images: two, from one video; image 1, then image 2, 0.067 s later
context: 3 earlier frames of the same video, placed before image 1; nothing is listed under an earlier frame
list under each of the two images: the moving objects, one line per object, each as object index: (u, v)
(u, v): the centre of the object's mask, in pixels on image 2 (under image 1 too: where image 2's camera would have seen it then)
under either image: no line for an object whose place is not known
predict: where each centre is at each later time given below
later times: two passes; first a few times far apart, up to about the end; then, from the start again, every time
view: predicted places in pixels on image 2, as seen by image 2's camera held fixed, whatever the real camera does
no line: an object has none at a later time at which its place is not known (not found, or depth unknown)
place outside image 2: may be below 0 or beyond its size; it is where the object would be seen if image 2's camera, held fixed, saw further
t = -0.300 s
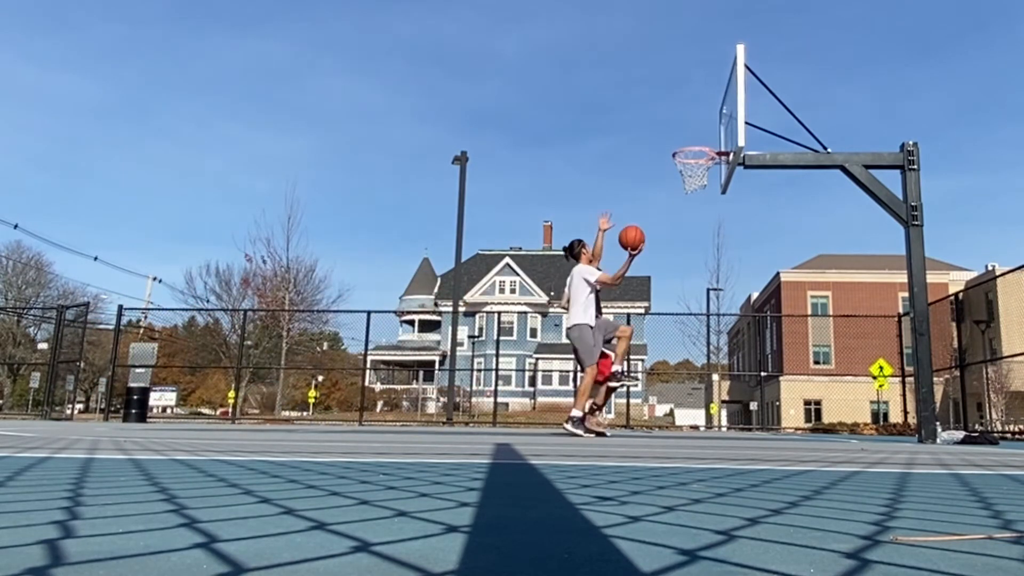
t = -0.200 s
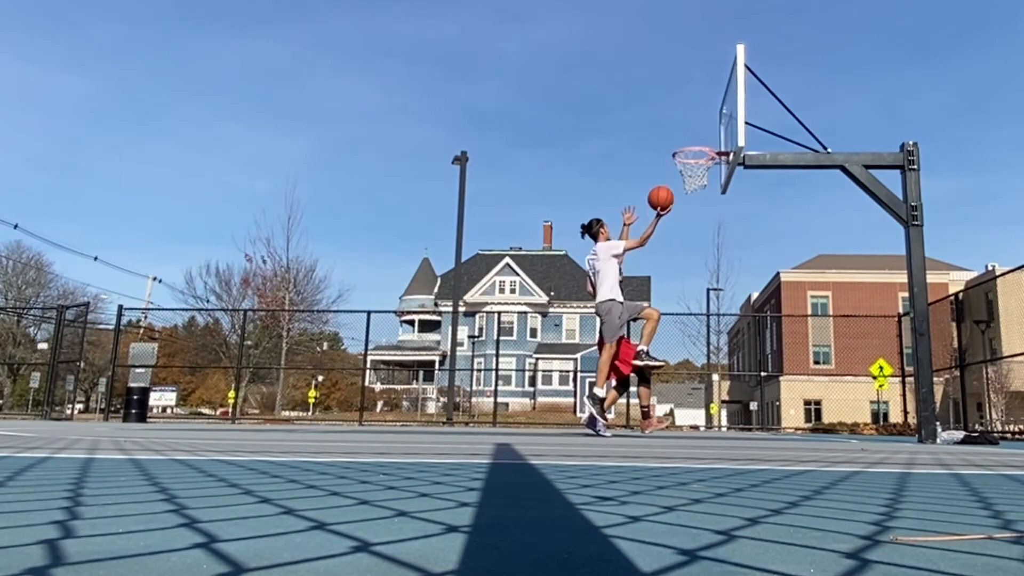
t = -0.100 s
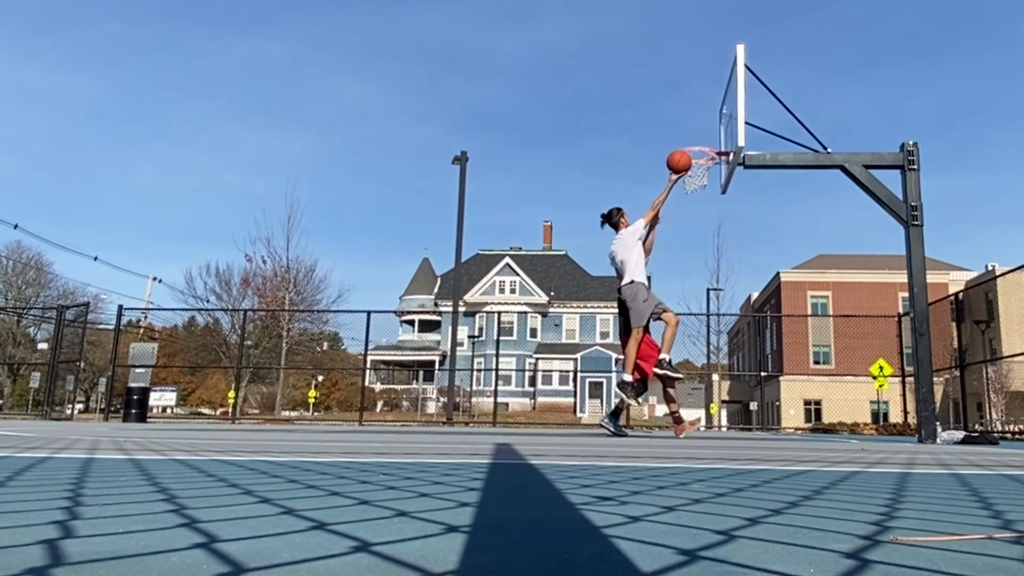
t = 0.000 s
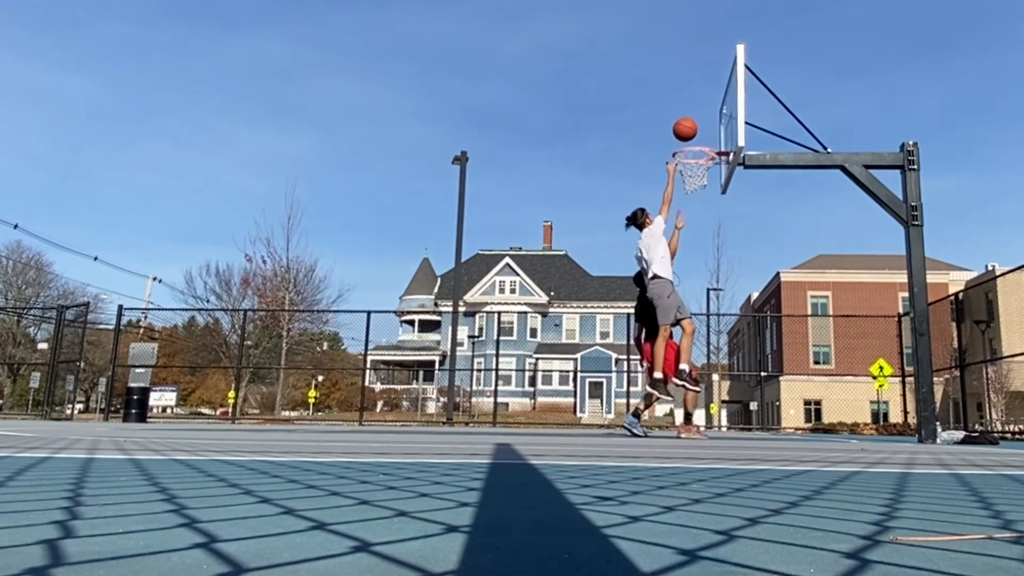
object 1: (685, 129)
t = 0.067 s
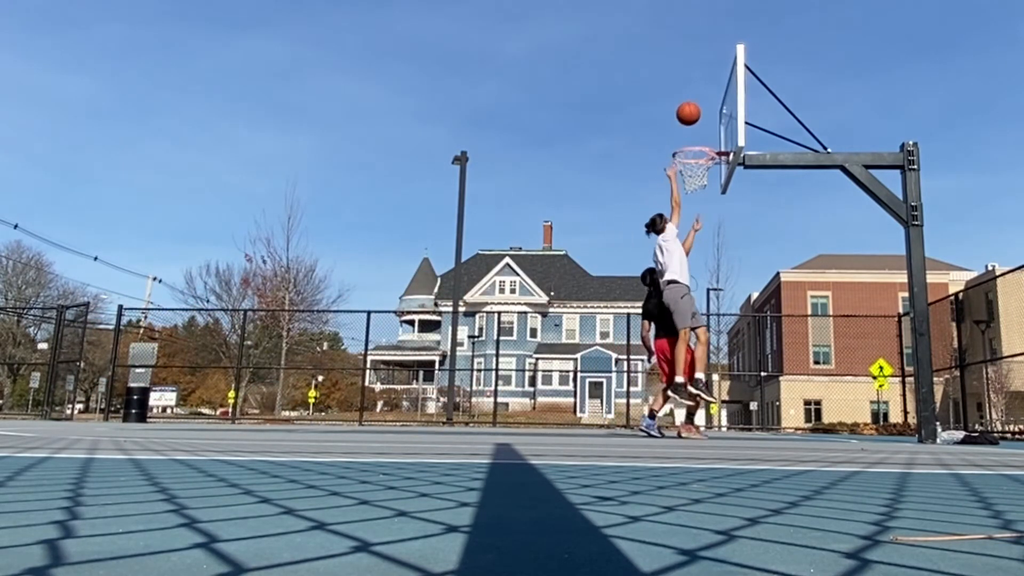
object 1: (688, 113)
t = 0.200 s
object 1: (694, 95)
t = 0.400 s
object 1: (704, 98)
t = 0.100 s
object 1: (690, 107)
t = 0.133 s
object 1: (691, 102)
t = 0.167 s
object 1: (693, 98)
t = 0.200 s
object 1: (694, 95)
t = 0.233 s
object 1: (696, 93)
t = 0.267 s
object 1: (698, 92)
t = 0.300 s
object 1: (699, 92)
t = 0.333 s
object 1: (701, 93)
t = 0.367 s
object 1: (702, 96)
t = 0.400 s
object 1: (704, 98)
